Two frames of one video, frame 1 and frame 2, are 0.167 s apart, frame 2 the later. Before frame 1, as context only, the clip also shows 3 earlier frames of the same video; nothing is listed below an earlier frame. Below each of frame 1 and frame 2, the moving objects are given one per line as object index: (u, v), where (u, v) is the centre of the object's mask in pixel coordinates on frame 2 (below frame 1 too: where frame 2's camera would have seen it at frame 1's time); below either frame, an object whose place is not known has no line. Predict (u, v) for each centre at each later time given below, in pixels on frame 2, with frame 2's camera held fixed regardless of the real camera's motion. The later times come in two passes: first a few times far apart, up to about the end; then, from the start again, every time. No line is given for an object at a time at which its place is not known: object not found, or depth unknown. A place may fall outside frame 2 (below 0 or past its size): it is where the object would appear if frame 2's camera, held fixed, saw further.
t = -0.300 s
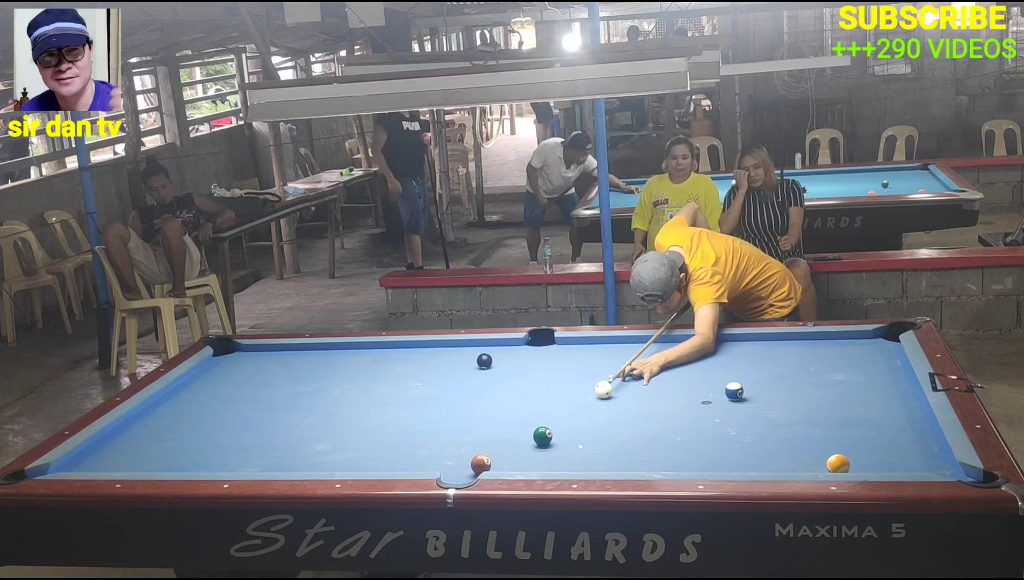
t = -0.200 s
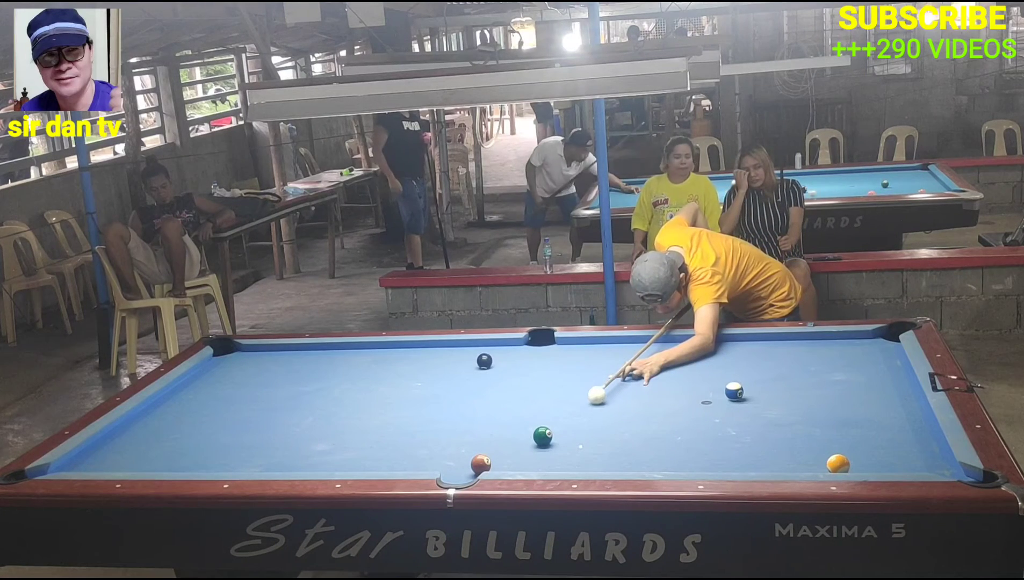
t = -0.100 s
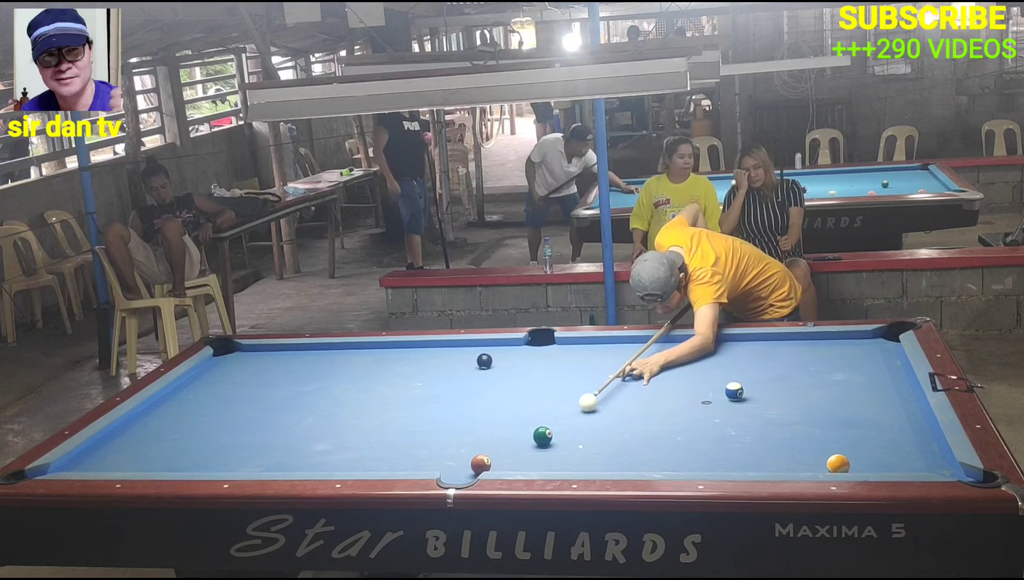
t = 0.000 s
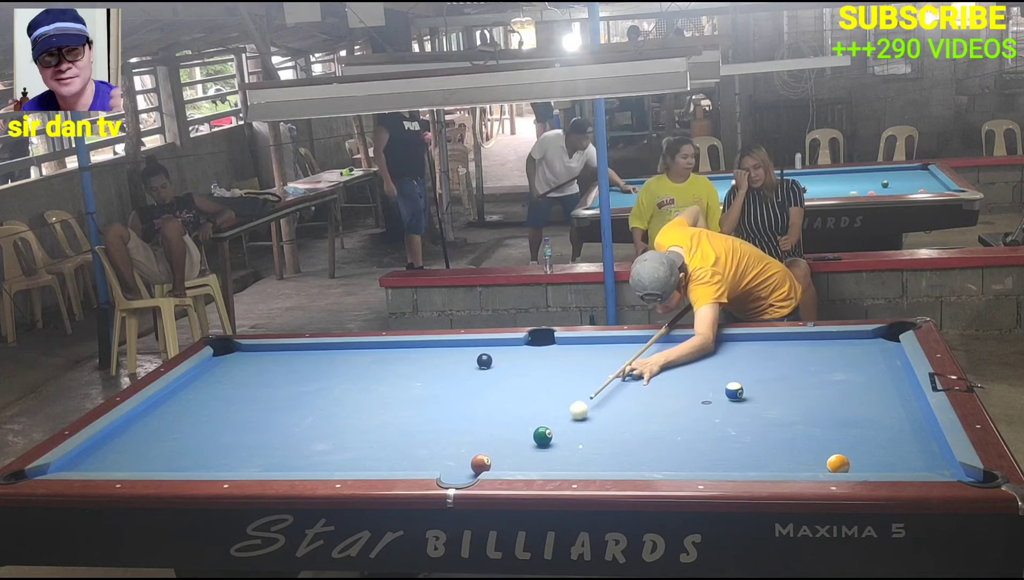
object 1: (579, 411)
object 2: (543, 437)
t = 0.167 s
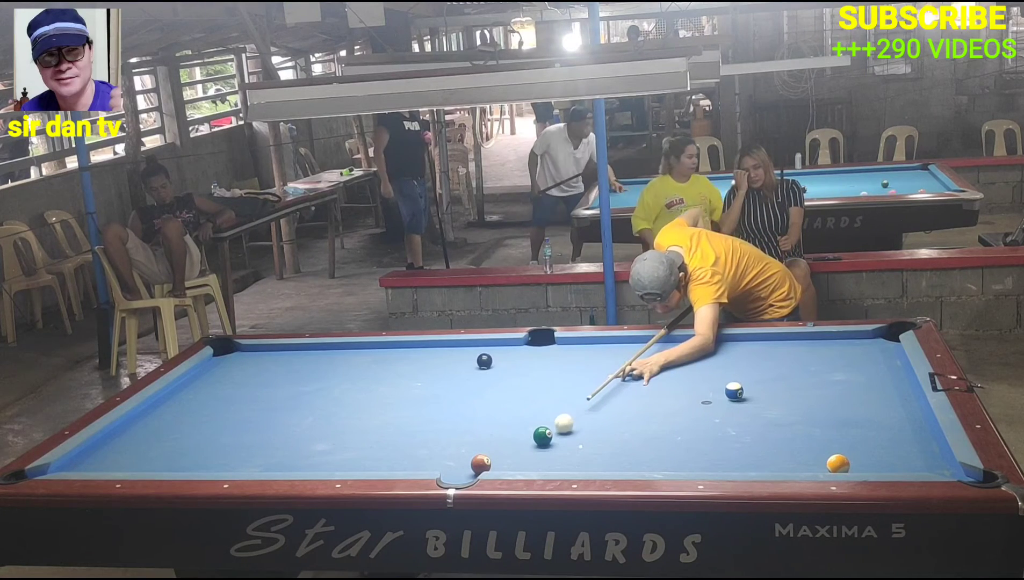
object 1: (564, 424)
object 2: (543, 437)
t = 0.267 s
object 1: (557, 431)
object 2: (540, 438)
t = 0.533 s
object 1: (563, 439)
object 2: (516, 450)
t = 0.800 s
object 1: (568, 446)
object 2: (496, 459)
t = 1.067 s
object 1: (572, 453)
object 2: (491, 460)
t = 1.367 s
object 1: (576, 460)
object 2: (489, 461)
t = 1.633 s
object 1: (580, 464)
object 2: (488, 462)
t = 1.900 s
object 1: (583, 466)
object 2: (488, 461)
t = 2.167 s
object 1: (585, 466)
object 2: (488, 461)
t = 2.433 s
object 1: (587, 465)
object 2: (488, 461)
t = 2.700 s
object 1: (588, 465)
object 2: (488, 461)
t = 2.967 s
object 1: (588, 465)
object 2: (488, 461)
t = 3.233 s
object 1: (588, 465)
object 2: (488, 461)
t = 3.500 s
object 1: (588, 465)
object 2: (488, 461)
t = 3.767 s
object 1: (588, 465)
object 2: (488, 461)
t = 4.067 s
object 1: (588, 465)
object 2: (488, 461)
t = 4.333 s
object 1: (588, 465)
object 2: (488, 461)
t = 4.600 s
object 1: (588, 465)
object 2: (488, 461)
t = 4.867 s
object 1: (588, 465)
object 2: (488, 461)
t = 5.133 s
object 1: (588, 465)
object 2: (488, 461)
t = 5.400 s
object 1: (588, 465)
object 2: (488, 461)
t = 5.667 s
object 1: (588, 465)
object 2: (488, 461)
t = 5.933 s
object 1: (588, 465)
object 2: (488, 461)
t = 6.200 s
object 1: (588, 465)
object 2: (488, 461)
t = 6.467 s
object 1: (588, 465)
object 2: (488, 461)
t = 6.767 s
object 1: (588, 465)
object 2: (488, 461)
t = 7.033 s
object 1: (588, 465)
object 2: (488, 461)
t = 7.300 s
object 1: (588, 465)
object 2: (488, 461)
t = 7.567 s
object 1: (588, 465)
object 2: (488, 461)
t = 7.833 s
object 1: (588, 465)
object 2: (488, 461)
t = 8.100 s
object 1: (588, 465)
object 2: (488, 461)
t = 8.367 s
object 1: (588, 465)
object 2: (488, 461)
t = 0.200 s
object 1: (561, 427)
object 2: (543, 437)
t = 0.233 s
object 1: (558, 429)
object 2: (542, 437)
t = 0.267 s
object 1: (557, 431)
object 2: (540, 438)
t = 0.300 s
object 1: (558, 432)
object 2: (537, 440)
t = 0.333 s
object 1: (559, 433)
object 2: (534, 441)
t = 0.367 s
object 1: (559, 434)
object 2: (531, 443)
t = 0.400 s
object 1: (560, 435)
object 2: (528, 444)
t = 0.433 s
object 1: (561, 436)
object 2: (525, 445)
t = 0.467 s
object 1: (561, 436)
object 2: (521, 447)
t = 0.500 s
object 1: (562, 438)
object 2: (518, 448)
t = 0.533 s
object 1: (563, 439)
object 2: (516, 450)
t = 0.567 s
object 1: (564, 439)
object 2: (512, 451)
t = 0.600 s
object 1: (564, 441)
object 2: (510, 453)
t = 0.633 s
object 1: (565, 441)
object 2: (507, 454)
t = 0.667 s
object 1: (565, 442)
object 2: (504, 455)
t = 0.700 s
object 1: (566, 443)
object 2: (501, 457)
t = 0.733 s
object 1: (567, 444)
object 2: (498, 458)
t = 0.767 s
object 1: (567, 445)
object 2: (496, 459)
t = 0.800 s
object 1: (568, 446)
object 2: (496, 459)
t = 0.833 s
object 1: (568, 447)
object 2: (495, 459)
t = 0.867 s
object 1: (569, 448)
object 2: (494, 460)
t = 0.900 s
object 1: (569, 448)
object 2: (493, 460)
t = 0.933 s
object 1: (570, 449)
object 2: (493, 460)
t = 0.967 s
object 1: (571, 450)
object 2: (493, 460)
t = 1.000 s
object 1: (571, 451)
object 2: (492, 460)
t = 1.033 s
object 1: (571, 452)
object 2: (492, 460)
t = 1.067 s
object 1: (572, 453)
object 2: (491, 460)
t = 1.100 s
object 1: (572, 454)
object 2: (491, 461)
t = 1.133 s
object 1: (573, 455)
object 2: (491, 461)
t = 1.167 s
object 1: (573, 455)
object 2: (490, 461)
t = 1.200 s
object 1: (574, 456)
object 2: (490, 461)
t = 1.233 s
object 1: (574, 457)
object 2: (490, 461)
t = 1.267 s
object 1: (575, 457)
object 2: (489, 461)
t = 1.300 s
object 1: (575, 458)
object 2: (489, 461)
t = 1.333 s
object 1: (576, 459)
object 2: (489, 461)
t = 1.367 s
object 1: (576, 460)
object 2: (489, 461)
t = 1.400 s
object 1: (577, 461)
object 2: (488, 461)
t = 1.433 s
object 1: (577, 461)
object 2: (488, 461)
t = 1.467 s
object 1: (578, 461)
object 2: (488, 462)
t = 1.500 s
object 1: (578, 462)
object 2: (488, 462)
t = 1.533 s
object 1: (579, 462)
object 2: (488, 462)
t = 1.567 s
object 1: (579, 463)
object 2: (488, 462)
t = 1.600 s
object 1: (579, 463)
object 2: (488, 462)
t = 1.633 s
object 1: (580, 464)
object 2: (488, 462)
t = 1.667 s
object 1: (580, 464)
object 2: (488, 462)
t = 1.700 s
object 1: (581, 464)
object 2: (488, 462)
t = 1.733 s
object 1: (581, 465)
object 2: (488, 462)
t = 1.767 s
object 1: (581, 465)
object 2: (488, 462)
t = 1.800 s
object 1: (582, 465)
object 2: (488, 462)
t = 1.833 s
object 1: (582, 466)
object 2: (488, 462)
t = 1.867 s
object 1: (582, 466)
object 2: (488, 462)
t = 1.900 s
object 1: (583, 466)
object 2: (488, 461)
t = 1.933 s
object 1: (583, 467)
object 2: (488, 461)
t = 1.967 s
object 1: (583, 467)
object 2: (488, 461)
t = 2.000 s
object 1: (583, 467)
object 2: (488, 461)
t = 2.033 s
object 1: (584, 467)
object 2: (488, 461)
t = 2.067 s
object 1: (584, 467)
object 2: (488, 461)
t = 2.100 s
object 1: (584, 467)
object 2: (488, 461)
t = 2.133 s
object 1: (585, 466)
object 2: (488, 461)
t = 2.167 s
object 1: (585, 466)
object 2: (488, 461)
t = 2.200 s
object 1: (585, 466)
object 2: (488, 461)
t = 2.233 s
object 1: (586, 466)
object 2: (488, 461)
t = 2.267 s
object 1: (586, 466)
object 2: (488, 461)
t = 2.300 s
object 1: (586, 466)
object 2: (488, 461)
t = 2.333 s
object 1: (587, 466)
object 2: (488, 461)
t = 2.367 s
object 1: (587, 465)
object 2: (488, 461)
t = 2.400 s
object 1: (587, 465)
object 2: (488, 461)
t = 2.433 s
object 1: (587, 465)
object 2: (488, 461)
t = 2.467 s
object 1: (587, 465)
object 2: (488, 461)
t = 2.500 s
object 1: (587, 465)
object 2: (488, 461)
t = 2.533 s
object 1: (587, 465)
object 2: (488, 461)
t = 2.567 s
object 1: (588, 465)
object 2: (488, 461)
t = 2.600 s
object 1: (588, 465)
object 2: (488, 461)
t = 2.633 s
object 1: (588, 465)
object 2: (488, 461)
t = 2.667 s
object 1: (588, 465)
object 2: (488, 461)
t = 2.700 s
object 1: (588, 465)
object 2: (488, 461)
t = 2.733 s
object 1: (588, 465)
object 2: (488, 461)
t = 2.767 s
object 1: (589, 465)
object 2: (488, 461)
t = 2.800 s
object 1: (589, 465)
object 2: (488, 461)
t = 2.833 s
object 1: (589, 465)
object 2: (488, 461)
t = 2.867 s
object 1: (589, 465)
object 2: (488, 461)
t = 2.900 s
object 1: (589, 465)
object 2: (488, 461)
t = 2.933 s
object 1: (588, 465)
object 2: (488, 461)
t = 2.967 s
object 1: (588, 465)
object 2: (488, 461)
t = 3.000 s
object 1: (588, 465)
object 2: (488, 461)
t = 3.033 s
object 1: (588, 465)
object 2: (488, 461)
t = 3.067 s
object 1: (588, 465)
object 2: (488, 461)
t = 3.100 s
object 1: (588, 465)
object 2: (488, 461)
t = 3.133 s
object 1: (588, 465)
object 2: (488, 461)
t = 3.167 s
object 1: (588, 465)
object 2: (488, 461)
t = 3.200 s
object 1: (588, 465)
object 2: (488, 461)
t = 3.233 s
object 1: (588, 465)
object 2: (488, 461)
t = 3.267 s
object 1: (588, 465)
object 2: (488, 461)
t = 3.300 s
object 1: (588, 465)
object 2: (488, 461)
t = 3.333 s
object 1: (588, 465)
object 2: (488, 461)
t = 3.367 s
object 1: (588, 465)
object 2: (488, 461)
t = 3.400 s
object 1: (588, 465)
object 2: (488, 461)
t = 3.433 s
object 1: (588, 465)
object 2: (488, 461)
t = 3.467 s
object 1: (588, 465)
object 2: (488, 461)
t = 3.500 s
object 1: (588, 465)
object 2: (488, 461)
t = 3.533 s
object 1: (588, 465)
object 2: (488, 461)
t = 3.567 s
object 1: (588, 465)
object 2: (488, 461)
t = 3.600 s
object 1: (588, 465)
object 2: (488, 461)
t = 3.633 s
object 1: (588, 465)
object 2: (488, 461)
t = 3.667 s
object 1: (588, 465)
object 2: (488, 461)
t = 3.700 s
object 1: (588, 465)
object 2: (488, 461)
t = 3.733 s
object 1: (588, 465)
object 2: (488, 461)
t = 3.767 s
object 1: (588, 465)
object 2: (488, 461)
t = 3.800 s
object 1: (588, 465)
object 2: (488, 461)
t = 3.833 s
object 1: (588, 465)
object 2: (488, 461)
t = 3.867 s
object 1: (588, 465)
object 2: (488, 461)
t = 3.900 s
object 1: (588, 465)
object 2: (488, 461)
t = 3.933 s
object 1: (588, 465)
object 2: (488, 461)
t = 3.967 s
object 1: (588, 465)
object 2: (488, 461)
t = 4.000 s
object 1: (588, 465)
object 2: (488, 461)
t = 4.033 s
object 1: (588, 465)
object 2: (488, 461)
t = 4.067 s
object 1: (588, 465)
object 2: (488, 461)
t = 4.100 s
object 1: (588, 465)
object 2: (488, 461)
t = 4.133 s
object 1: (588, 465)
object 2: (488, 461)
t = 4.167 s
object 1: (588, 465)
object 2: (488, 461)
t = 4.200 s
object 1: (588, 465)
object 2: (488, 461)
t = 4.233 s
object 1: (588, 465)
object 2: (488, 461)
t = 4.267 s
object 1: (588, 465)
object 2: (488, 461)
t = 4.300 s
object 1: (588, 465)
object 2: (488, 461)
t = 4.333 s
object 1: (588, 465)
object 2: (488, 461)
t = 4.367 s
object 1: (588, 465)
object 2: (488, 461)
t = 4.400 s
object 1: (588, 465)
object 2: (488, 461)
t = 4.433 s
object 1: (588, 465)
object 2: (488, 461)
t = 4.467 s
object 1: (588, 465)
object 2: (488, 461)
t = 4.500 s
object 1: (588, 465)
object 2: (488, 461)
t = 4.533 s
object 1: (588, 465)
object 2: (488, 461)
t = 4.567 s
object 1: (588, 465)
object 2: (488, 461)
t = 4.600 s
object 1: (588, 465)
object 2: (488, 461)
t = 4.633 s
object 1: (588, 465)
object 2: (488, 461)
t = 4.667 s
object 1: (588, 465)
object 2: (488, 461)
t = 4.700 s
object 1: (588, 465)
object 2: (488, 461)
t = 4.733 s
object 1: (588, 465)
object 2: (488, 461)
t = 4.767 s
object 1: (588, 465)
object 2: (488, 461)
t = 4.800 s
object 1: (588, 465)
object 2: (488, 461)
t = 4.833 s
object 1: (588, 465)
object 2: (488, 461)
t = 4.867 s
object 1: (588, 465)
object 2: (488, 461)
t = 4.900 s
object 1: (588, 465)
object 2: (488, 461)
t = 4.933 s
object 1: (588, 465)
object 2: (488, 461)
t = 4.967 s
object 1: (588, 465)
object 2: (488, 461)
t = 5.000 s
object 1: (588, 465)
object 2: (488, 461)
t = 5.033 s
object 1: (588, 465)
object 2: (488, 461)
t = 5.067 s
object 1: (588, 465)
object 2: (488, 461)
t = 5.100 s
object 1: (588, 465)
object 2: (488, 461)
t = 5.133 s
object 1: (588, 465)
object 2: (488, 461)
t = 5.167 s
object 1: (588, 465)
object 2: (488, 461)
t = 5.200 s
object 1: (588, 465)
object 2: (488, 461)
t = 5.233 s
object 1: (588, 465)
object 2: (488, 461)
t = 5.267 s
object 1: (588, 465)
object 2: (488, 461)
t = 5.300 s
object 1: (588, 465)
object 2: (488, 461)
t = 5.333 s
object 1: (588, 465)
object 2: (488, 461)
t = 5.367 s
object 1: (588, 465)
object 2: (488, 461)
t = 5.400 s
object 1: (588, 465)
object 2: (488, 461)
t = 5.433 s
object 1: (588, 465)
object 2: (488, 461)
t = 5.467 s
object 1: (588, 465)
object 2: (488, 461)
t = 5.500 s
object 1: (588, 465)
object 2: (488, 461)
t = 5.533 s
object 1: (588, 465)
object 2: (488, 461)
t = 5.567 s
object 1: (588, 465)
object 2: (488, 461)
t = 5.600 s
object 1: (588, 465)
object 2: (488, 461)
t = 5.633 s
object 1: (588, 465)
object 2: (488, 461)
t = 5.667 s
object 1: (588, 465)
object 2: (488, 461)
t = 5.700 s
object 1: (588, 465)
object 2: (488, 461)
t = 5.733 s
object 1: (588, 465)
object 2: (488, 461)
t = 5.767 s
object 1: (588, 465)
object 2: (488, 461)
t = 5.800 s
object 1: (588, 465)
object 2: (488, 461)
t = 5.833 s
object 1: (588, 465)
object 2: (488, 461)
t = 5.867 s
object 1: (588, 465)
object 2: (488, 461)
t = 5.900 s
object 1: (588, 465)
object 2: (488, 461)
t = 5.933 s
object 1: (588, 465)
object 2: (488, 461)
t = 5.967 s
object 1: (588, 465)
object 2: (488, 461)
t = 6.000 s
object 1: (588, 465)
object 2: (488, 461)
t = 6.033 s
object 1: (588, 465)
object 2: (488, 461)
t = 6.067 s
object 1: (588, 465)
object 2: (488, 461)
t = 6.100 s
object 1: (588, 465)
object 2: (488, 461)
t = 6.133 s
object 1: (588, 465)
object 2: (488, 461)
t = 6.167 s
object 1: (588, 465)
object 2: (488, 461)
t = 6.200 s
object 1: (588, 465)
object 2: (488, 461)
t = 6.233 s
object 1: (588, 465)
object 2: (488, 461)
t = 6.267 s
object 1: (588, 465)
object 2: (488, 461)
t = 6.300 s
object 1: (588, 465)
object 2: (488, 461)
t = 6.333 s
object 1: (588, 465)
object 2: (488, 461)
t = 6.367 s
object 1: (588, 465)
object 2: (488, 461)
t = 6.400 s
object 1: (588, 465)
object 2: (488, 461)
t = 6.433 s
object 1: (588, 465)
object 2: (488, 461)
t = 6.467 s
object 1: (588, 465)
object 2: (488, 461)
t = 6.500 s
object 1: (588, 465)
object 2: (488, 461)
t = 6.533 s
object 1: (588, 465)
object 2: (488, 461)
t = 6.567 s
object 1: (588, 465)
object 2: (488, 461)
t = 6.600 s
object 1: (588, 465)
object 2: (488, 461)
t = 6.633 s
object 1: (588, 465)
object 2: (488, 461)
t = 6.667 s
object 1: (588, 465)
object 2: (488, 461)
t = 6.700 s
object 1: (588, 465)
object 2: (488, 461)
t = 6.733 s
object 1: (588, 465)
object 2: (488, 461)
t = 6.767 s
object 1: (588, 465)
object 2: (488, 461)
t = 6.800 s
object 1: (588, 465)
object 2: (488, 461)
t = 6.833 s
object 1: (588, 465)
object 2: (488, 461)
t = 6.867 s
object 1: (588, 465)
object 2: (488, 461)
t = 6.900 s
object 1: (588, 465)
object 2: (488, 461)
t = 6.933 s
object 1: (588, 465)
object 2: (488, 461)
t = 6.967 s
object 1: (588, 465)
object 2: (488, 461)
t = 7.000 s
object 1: (588, 465)
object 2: (488, 461)
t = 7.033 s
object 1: (588, 465)
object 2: (488, 461)
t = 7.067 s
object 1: (588, 465)
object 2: (488, 461)
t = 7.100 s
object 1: (588, 465)
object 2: (488, 461)
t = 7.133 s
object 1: (588, 465)
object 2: (488, 461)
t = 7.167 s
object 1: (588, 465)
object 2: (488, 461)
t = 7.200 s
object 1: (588, 465)
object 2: (488, 461)
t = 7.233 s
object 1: (588, 465)
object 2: (488, 461)
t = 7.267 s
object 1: (588, 465)
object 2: (488, 461)
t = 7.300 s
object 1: (588, 465)
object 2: (488, 461)
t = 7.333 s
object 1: (588, 465)
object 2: (488, 461)
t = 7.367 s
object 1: (588, 465)
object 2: (488, 461)
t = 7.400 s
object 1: (588, 465)
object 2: (488, 461)
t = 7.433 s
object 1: (588, 465)
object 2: (488, 461)
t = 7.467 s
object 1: (588, 465)
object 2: (488, 461)
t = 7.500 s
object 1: (588, 465)
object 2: (488, 461)
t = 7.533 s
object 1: (588, 465)
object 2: (488, 461)
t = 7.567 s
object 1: (588, 465)
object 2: (488, 461)
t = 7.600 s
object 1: (588, 465)
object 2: (488, 461)
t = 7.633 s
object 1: (588, 465)
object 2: (488, 461)
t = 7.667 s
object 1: (588, 465)
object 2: (488, 461)
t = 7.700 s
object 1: (588, 465)
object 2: (488, 461)
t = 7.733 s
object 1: (588, 465)
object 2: (488, 461)
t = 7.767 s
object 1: (588, 465)
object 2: (488, 461)
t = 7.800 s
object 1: (588, 465)
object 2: (488, 461)
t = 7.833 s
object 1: (588, 465)
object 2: (488, 461)
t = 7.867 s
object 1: (588, 465)
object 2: (488, 461)
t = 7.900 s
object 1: (588, 465)
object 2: (488, 461)
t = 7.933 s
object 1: (588, 465)
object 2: (488, 461)
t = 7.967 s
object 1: (588, 465)
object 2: (488, 461)
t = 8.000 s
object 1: (588, 465)
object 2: (488, 461)
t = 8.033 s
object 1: (588, 465)
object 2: (488, 461)
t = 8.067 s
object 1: (588, 465)
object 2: (488, 461)
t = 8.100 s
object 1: (588, 465)
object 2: (488, 461)
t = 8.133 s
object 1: (588, 465)
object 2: (488, 461)
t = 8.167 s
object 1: (588, 465)
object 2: (488, 461)
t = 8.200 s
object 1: (588, 465)
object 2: (488, 461)
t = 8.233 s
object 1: (588, 465)
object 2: (488, 461)
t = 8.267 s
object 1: (588, 465)
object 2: (488, 461)
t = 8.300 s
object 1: (588, 465)
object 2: (488, 461)
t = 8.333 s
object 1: (588, 465)
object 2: (488, 461)
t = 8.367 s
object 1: (588, 465)
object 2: (488, 461)
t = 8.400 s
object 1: (588, 465)
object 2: (488, 461)
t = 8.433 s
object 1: (588, 465)
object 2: (488, 461)
